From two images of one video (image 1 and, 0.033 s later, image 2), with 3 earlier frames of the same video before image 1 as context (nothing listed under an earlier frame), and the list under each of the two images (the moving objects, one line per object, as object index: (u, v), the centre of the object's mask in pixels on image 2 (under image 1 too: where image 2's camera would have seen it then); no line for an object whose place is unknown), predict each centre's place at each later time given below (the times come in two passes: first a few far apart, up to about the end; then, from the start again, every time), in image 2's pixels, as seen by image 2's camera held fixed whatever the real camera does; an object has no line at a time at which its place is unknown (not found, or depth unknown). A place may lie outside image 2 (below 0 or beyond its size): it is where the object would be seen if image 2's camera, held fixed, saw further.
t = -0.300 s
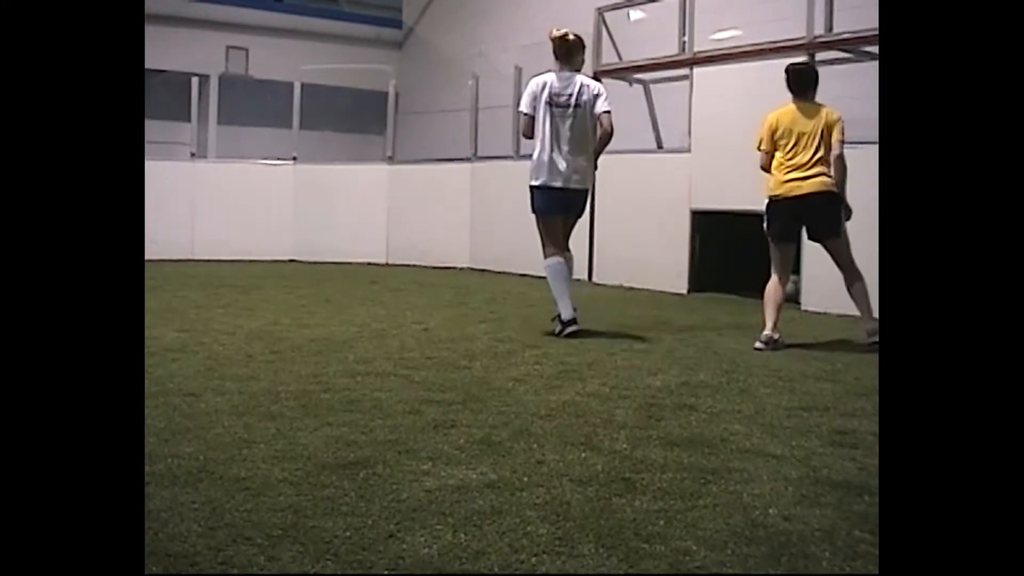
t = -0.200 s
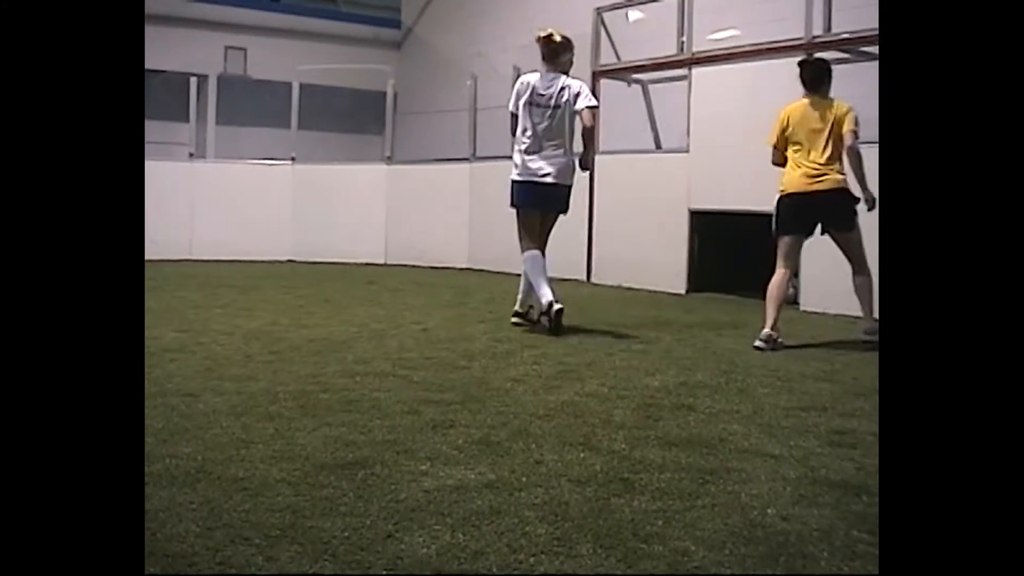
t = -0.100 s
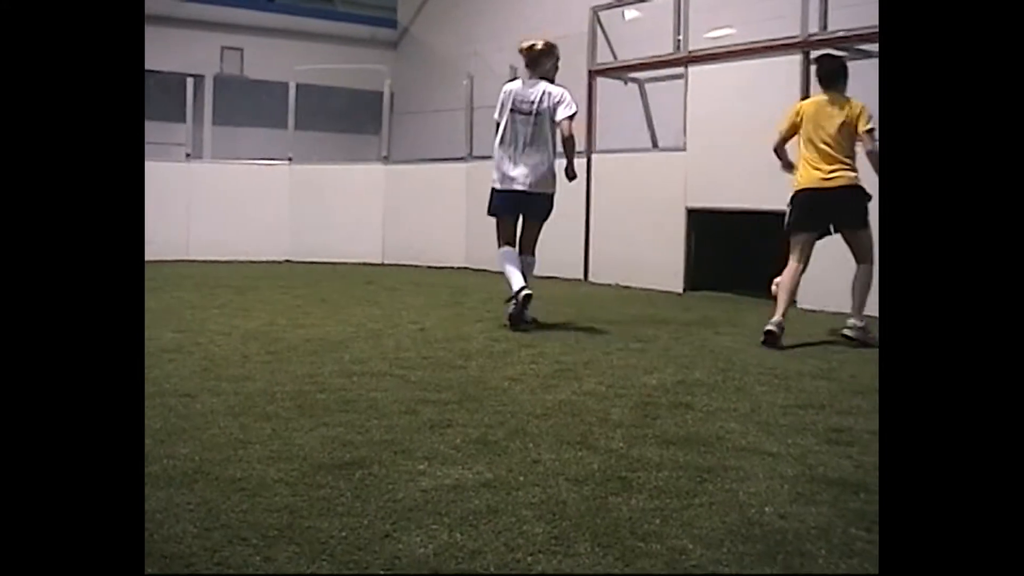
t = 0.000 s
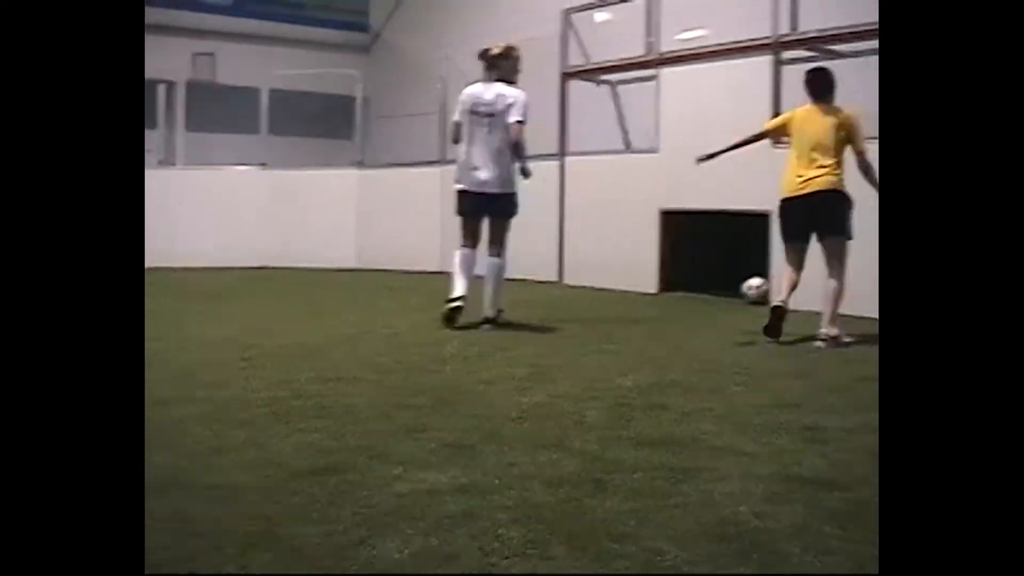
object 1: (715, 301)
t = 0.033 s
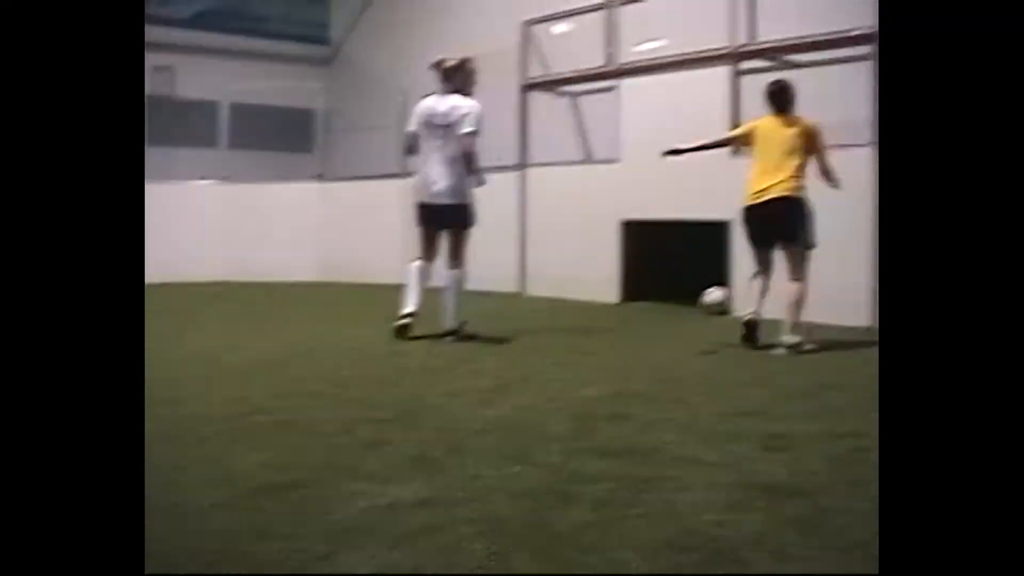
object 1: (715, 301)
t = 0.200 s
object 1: (709, 303)
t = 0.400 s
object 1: (701, 305)
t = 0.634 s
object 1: (689, 309)
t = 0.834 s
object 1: (679, 311)
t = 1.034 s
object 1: (668, 313)
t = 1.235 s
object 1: (657, 316)
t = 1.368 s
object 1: (650, 319)
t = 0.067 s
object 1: (714, 301)
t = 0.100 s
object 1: (714, 301)
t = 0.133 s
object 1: (712, 302)
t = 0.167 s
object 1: (711, 302)
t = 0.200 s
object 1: (709, 303)
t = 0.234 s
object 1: (708, 303)
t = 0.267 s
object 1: (706, 304)
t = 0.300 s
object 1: (705, 304)
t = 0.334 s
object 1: (703, 304)
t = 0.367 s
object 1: (702, 305)
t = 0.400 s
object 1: (701, 305)
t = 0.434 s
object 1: (699, 305)
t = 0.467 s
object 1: (697, 306)
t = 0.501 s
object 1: (695, 306)
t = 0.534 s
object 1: (694, 307)
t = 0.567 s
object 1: (692, 308)
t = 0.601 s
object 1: (691, 308)
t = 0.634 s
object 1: (689, 309)
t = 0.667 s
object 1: (688, 309)
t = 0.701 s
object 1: (686, 309)
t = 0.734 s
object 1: (684, 310)
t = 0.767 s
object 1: (682, 310)
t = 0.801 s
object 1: (681, 311)
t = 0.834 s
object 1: (679, 311)
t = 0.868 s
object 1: (678, 311)
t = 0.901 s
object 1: (676, 312)
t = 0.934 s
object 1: (673, 312)
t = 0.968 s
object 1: (672, 312)
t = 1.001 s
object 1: (670, 313)
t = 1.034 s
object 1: (668, 313)
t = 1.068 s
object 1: (666, 314)
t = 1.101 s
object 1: (665, 314)
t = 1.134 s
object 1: (663, 315)
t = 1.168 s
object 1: (661, 315)
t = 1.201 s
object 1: (659, 315)
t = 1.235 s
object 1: (657, 316)
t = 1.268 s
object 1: (655, 316)
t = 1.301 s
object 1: (653, 317)
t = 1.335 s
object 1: (652, 318)
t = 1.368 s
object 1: (650, 319)
